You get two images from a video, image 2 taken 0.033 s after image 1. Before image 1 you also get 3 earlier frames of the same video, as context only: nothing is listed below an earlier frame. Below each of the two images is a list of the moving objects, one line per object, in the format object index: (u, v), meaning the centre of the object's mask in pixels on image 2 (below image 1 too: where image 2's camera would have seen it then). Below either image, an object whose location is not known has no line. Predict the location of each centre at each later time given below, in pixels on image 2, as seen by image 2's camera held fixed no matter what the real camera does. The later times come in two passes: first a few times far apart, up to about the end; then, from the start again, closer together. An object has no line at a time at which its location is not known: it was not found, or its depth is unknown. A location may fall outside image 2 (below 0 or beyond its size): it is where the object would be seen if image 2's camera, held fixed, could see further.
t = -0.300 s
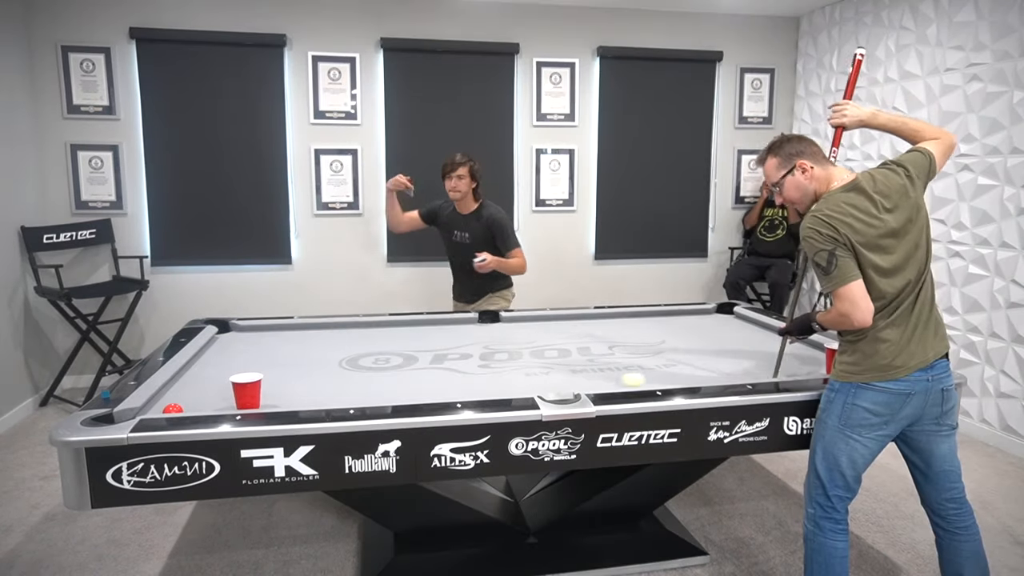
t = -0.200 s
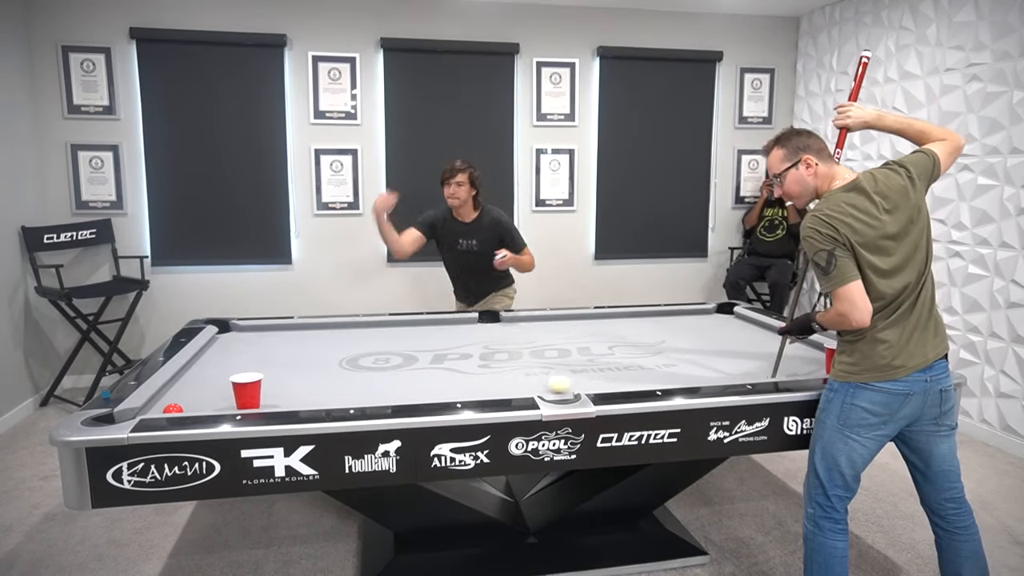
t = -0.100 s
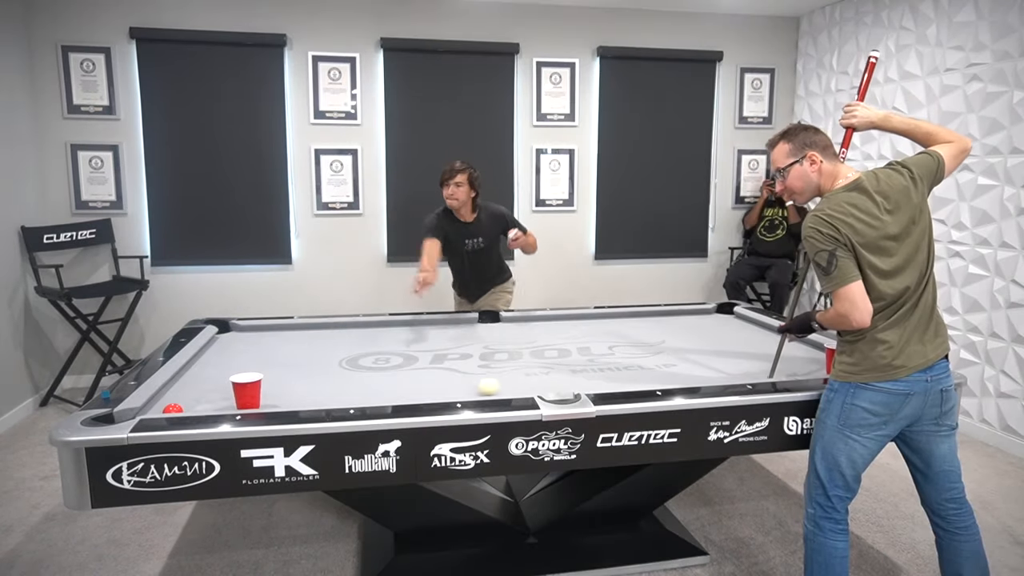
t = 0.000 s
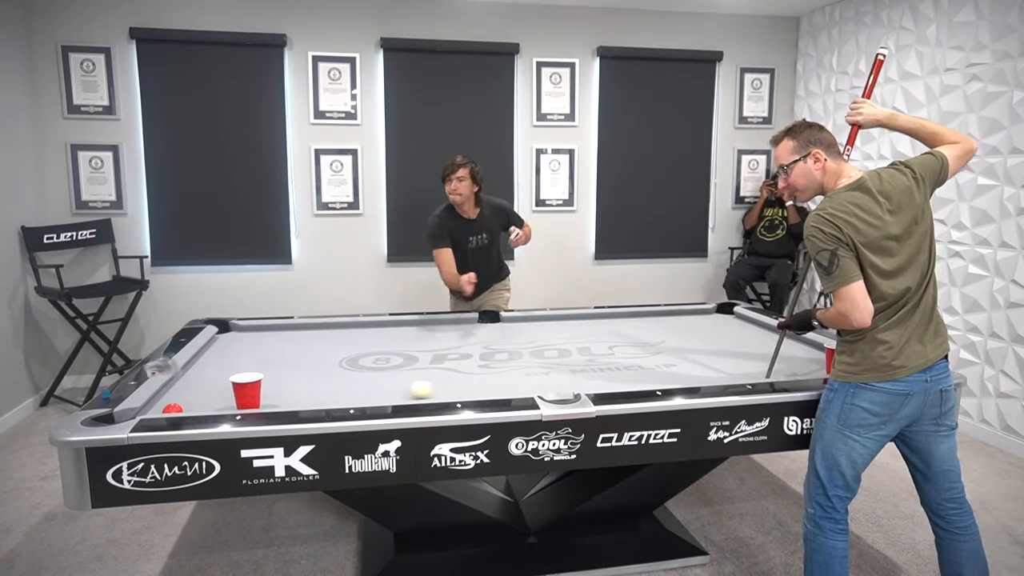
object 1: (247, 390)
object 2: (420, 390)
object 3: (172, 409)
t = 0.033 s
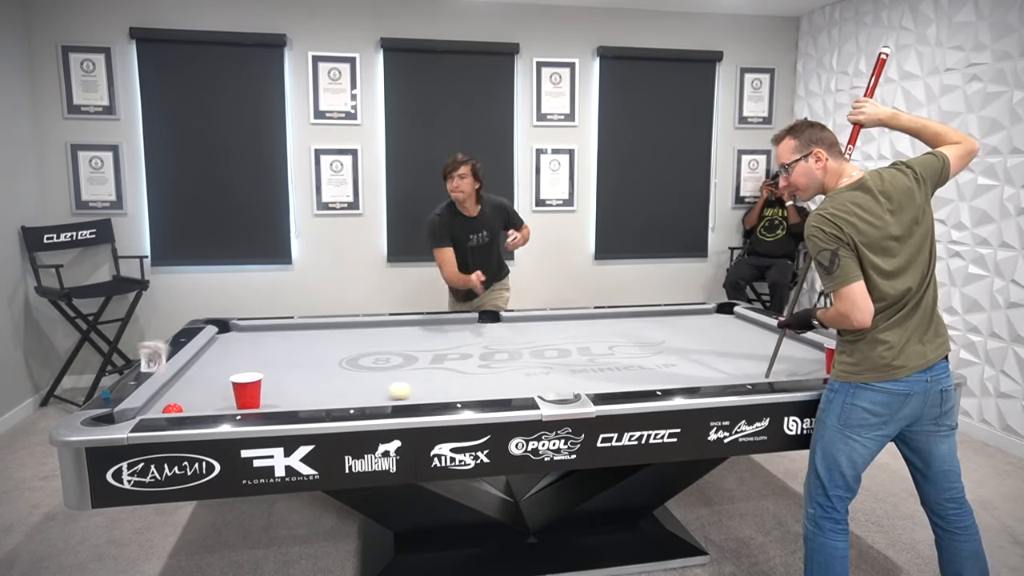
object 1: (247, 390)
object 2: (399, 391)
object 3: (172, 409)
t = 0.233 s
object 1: (247, 390)
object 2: (277, 398)
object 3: (172, 409)
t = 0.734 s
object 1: (149, 403)
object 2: (185, 396)
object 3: (186, 408)
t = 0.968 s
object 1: (136, 415)
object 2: (221, 395)
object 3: (202, 407)
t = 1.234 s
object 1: (128, 469)
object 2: (272, 399)
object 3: (218, 405)
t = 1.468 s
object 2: (316, 401)
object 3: (230, 405)
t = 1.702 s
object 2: (367, 397)
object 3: (240, 404)
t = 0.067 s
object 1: (247, 390)
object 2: (377, 392)
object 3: (172, 409)
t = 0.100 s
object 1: (247, 390)
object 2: (356, 393)
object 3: (172, 409)
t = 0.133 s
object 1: (247, 390)
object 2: (337, 394)
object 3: (172, 409)
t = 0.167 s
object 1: (247, 390)
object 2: (317, 395)
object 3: (172, 409)
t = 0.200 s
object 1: (247, 390)
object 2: (296, 397)
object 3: (172, 409)
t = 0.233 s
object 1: (247, 390)
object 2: (277, 398)
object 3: (172, 409)
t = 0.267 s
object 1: (244, 389)
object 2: (261, 400)
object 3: (173, 409)
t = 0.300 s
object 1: (234, 388)
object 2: (246, 401)
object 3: (173, 409)
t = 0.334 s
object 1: (223, 389)
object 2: (229, 405)
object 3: (173, 409)
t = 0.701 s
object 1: (152, 402)
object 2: (183, 395)
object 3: (186, 408)
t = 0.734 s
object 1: (149, 403)
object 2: (185, 396)
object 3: (186, 408)
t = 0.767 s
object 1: (146, 405)
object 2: (190, 395)
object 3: (189, 408)
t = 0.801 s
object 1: (144, 408)
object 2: (195, 395)
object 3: (191, 408)
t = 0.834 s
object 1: (142, 408)
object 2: (200, 395)
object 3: (193, 408)
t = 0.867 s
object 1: (140, 410)
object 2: (205, 395)
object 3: (196, 408)
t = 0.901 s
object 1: (139, 412)
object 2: (210, 395)
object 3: (198, 407)
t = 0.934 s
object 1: (137, 413)
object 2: (216, 395)
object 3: (200, 407)
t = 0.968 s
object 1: (136, 415)
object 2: (221, 395)
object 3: (202, 407)
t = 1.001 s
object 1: (135, 417)
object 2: (227, 396)
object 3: (204, 407)
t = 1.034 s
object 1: (134, 418)
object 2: (233, 396)
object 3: (207, 407)
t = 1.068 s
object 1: (134, 420)
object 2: (240, 397)
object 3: (208, 406)
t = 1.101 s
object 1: (133, 423)
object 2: (246, 398)
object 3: (211, 406)
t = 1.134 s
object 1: (131, 430)
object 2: (252, 398)
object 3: (212, 406)
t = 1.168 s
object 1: (130, 439)
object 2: (258, 399)
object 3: (215, 406)
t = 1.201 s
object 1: (129, 451)
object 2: (265, 399)
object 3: (216, 406)
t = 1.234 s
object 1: (128, 469)
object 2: (272, 399)
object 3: (218, 405)
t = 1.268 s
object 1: (130, 490)
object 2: (278, 400)
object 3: (220, 405)
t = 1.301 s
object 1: (130, 511)
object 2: (284, 400)
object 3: (222, 405)
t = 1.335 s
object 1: (133, 539)
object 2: (290, 400)
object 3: (223, 405)
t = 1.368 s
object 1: (140, 561)
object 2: (297, 401)
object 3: (225, 405)
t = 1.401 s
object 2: (303, 401)
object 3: (227, 405)
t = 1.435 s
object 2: (309, 401)
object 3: (228, 405)
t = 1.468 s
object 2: (316, 401)
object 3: (230, 405)
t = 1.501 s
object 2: (323, 401)
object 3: (231, 404)
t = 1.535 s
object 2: (330, 401)
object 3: (233, 404)
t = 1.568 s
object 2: (338, 400)
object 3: (234, 404)
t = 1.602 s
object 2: (345, 399)
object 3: (236, 404)
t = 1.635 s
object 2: (352, 398)
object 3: (237, 404)
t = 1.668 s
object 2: (360, 398)
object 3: (239, 404)
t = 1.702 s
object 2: (367, 397)
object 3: (240, 404)
